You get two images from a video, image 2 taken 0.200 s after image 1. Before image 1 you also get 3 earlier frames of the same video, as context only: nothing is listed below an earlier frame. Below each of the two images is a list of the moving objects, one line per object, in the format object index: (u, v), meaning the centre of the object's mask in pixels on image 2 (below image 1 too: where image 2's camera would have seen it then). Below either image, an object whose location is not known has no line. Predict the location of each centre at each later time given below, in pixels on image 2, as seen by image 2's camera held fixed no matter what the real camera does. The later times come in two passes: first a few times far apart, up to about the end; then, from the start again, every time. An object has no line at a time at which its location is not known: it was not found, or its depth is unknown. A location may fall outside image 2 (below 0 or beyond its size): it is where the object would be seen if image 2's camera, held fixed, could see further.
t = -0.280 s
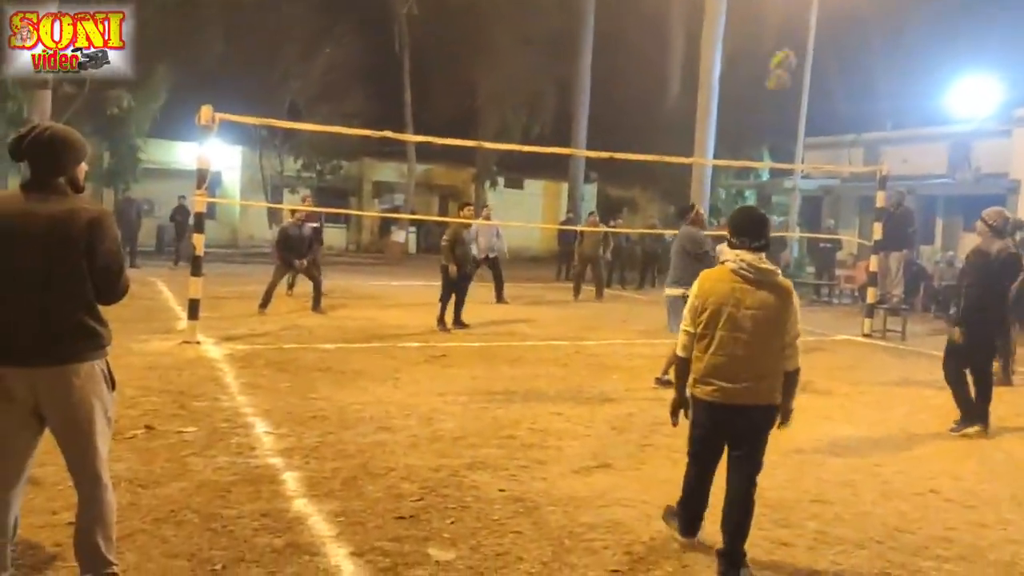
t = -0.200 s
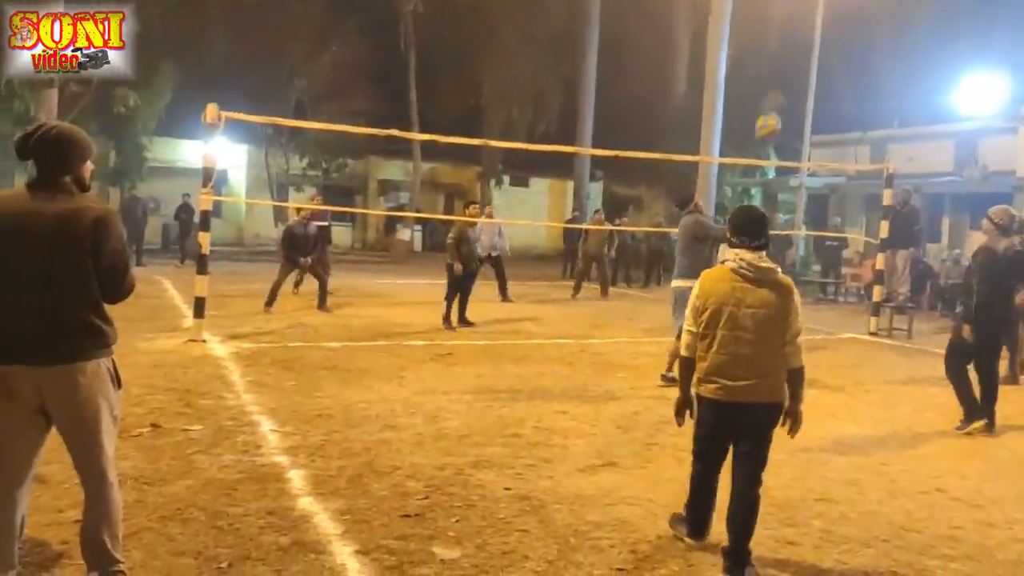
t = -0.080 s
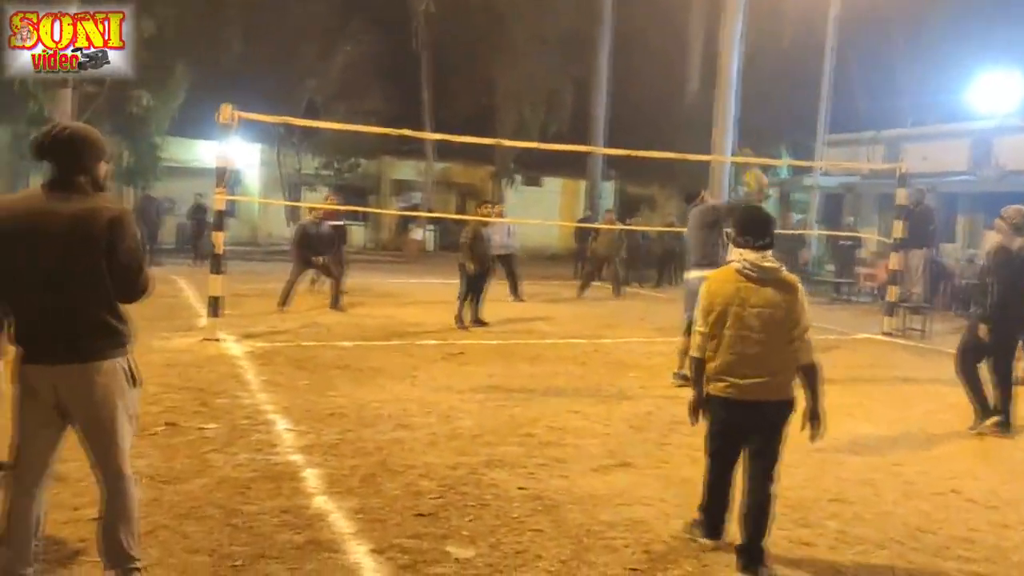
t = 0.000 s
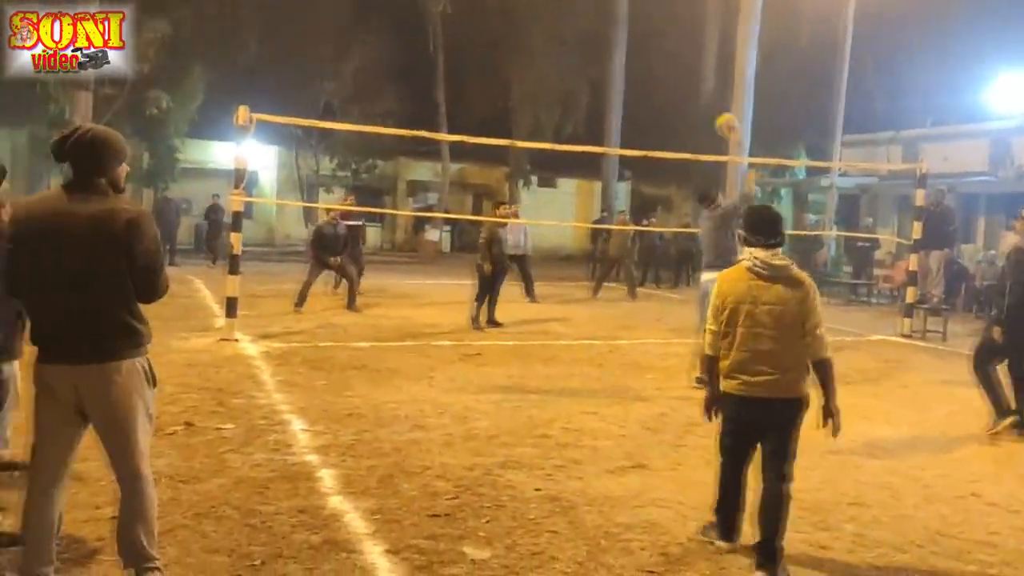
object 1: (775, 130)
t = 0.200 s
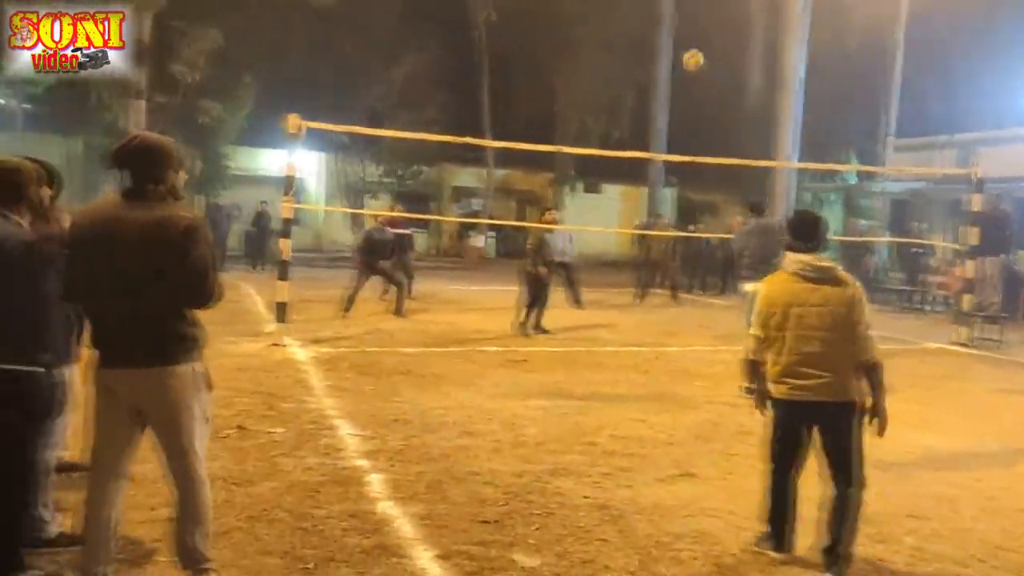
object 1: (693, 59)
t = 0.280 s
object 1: (668, 46)
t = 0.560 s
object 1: (581, 44)
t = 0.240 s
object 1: (680, 52)
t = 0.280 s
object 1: (668, 46)
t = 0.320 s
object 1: (655, 41)
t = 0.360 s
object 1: (640, 38)
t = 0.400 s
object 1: (625, 38)
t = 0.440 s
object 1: (614, 38)
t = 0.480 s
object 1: (604, 39)
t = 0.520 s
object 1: (594, 40)
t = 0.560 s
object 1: (581, 44)
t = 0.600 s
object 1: (569, 49)
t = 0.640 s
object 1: (558, 55)
